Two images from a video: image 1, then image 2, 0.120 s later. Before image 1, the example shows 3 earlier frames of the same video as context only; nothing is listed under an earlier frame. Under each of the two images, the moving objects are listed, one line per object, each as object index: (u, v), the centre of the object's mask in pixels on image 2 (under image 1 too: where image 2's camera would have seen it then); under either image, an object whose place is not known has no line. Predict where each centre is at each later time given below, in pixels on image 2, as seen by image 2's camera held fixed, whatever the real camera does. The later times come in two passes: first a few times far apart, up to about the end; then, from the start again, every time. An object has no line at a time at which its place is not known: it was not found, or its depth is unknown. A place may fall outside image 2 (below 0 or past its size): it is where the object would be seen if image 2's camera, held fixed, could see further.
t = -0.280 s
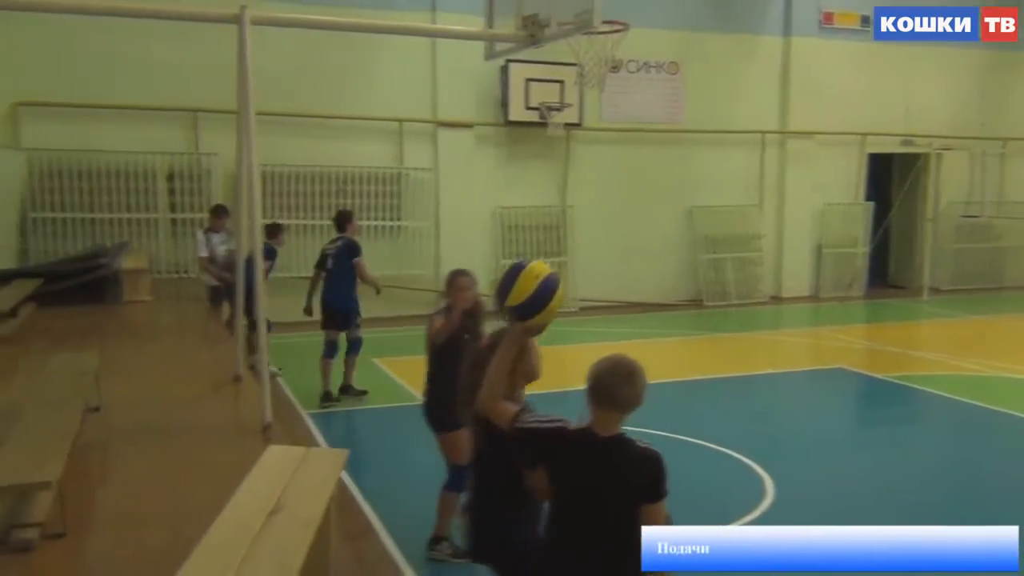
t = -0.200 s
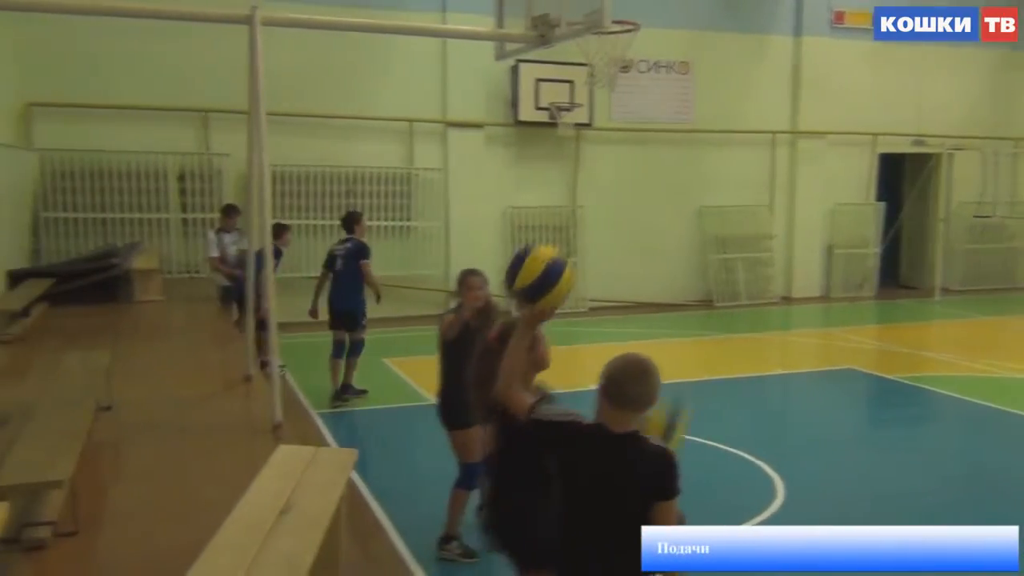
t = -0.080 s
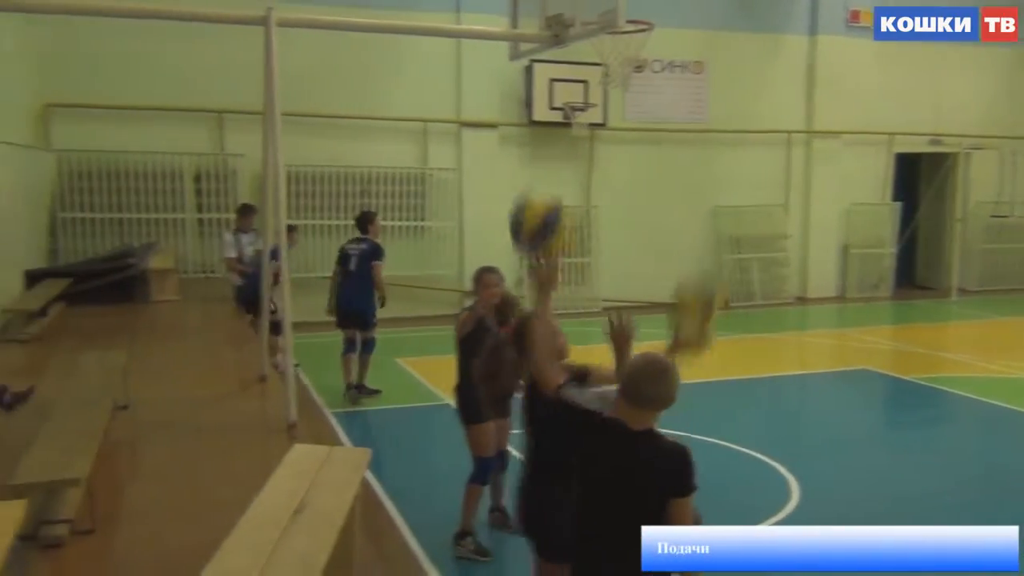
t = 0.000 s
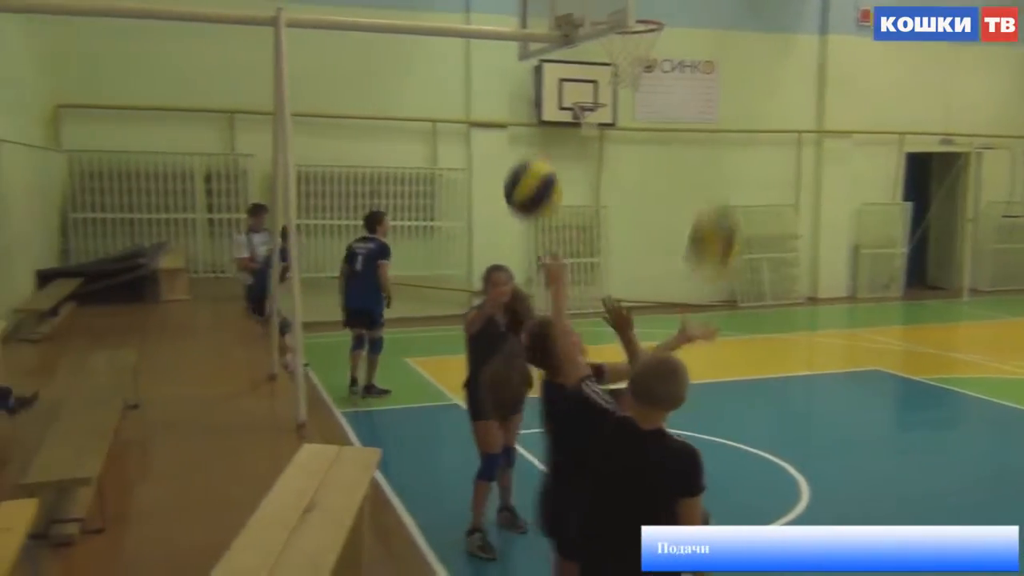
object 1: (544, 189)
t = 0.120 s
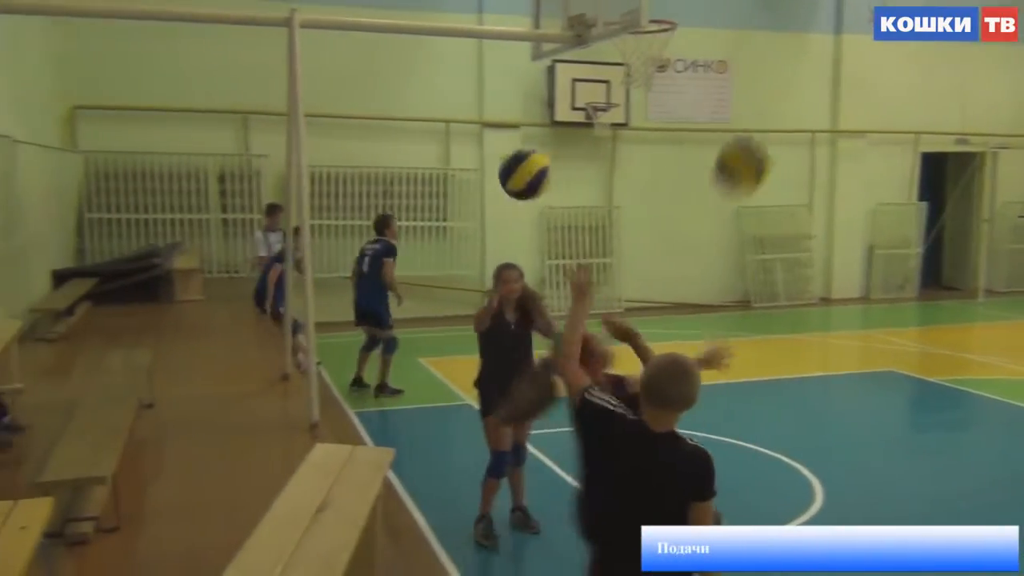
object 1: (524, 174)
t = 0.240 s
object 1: (506, 193)
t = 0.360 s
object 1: (493, 233)
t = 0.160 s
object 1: (518, 178)
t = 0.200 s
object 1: (512, 184)
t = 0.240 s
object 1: (506, 193)
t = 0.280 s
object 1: (502, 204)
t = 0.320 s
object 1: (497, 218)
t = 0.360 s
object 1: (493, 233)
